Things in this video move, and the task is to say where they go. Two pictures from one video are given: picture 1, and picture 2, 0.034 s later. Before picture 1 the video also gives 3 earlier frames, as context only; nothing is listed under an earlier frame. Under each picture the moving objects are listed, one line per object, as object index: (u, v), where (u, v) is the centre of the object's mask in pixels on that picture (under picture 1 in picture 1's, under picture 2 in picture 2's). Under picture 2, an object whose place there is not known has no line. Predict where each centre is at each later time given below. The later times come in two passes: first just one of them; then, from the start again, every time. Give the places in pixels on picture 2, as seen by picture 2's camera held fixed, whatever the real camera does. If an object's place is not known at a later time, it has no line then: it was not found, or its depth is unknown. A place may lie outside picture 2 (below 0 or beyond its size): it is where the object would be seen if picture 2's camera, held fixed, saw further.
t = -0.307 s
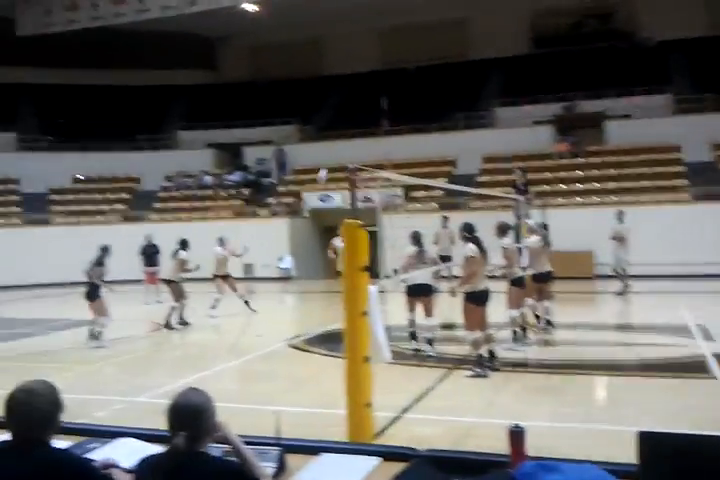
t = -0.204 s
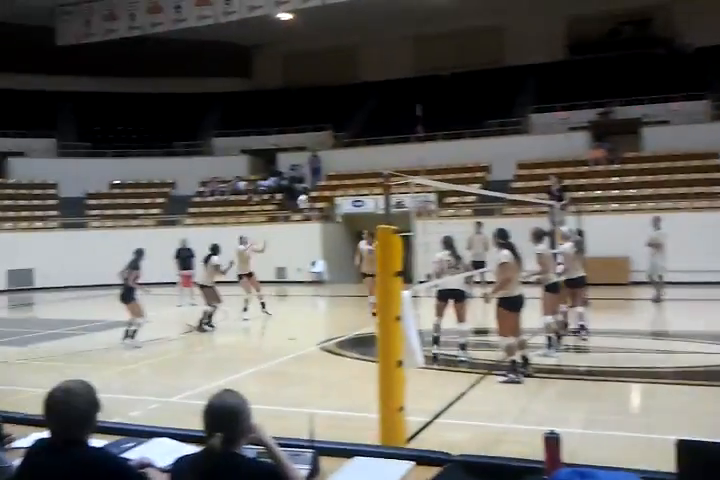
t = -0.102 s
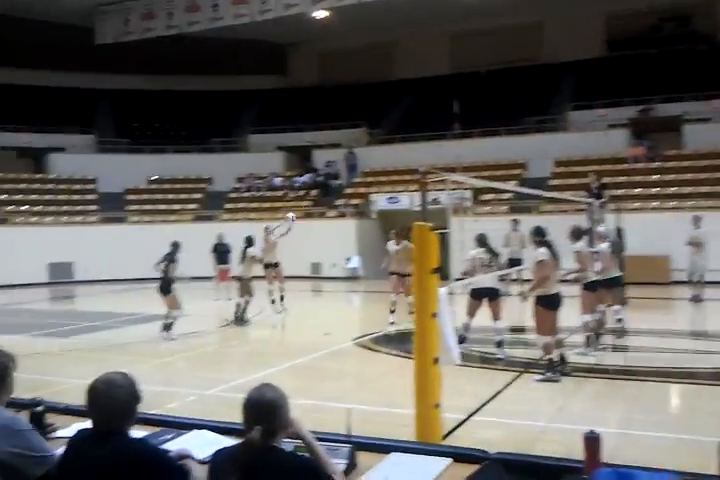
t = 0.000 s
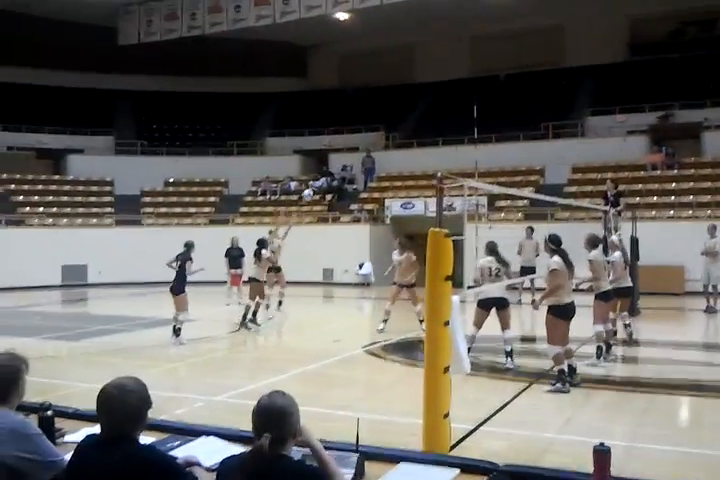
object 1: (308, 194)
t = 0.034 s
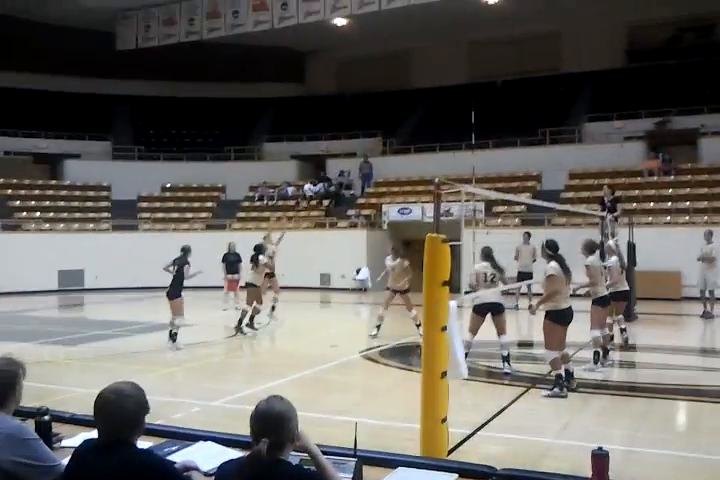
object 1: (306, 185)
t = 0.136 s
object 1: (318, 160)
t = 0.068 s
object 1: (312, 177)
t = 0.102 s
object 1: (314, 168)
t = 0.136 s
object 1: (318, 160)
